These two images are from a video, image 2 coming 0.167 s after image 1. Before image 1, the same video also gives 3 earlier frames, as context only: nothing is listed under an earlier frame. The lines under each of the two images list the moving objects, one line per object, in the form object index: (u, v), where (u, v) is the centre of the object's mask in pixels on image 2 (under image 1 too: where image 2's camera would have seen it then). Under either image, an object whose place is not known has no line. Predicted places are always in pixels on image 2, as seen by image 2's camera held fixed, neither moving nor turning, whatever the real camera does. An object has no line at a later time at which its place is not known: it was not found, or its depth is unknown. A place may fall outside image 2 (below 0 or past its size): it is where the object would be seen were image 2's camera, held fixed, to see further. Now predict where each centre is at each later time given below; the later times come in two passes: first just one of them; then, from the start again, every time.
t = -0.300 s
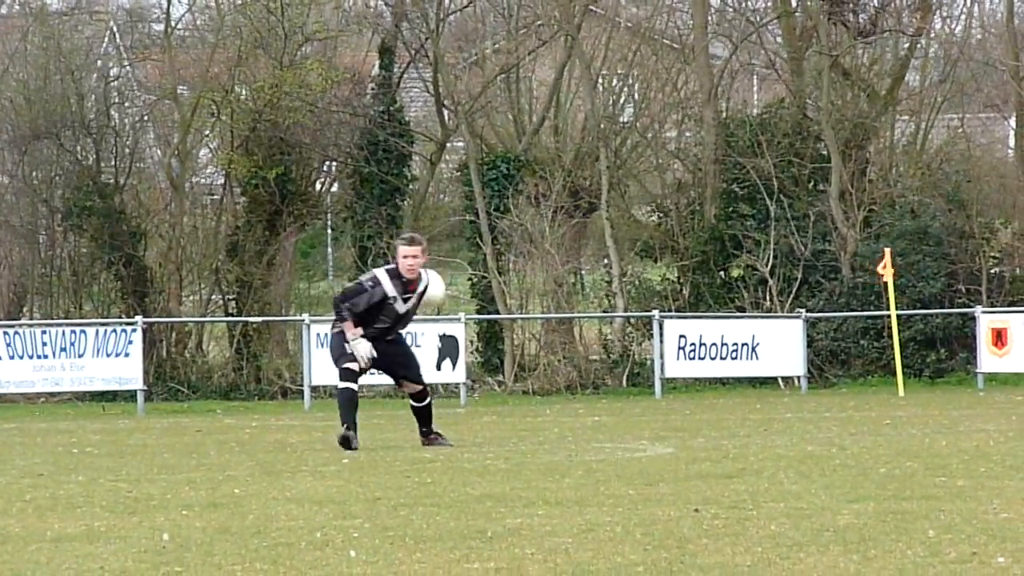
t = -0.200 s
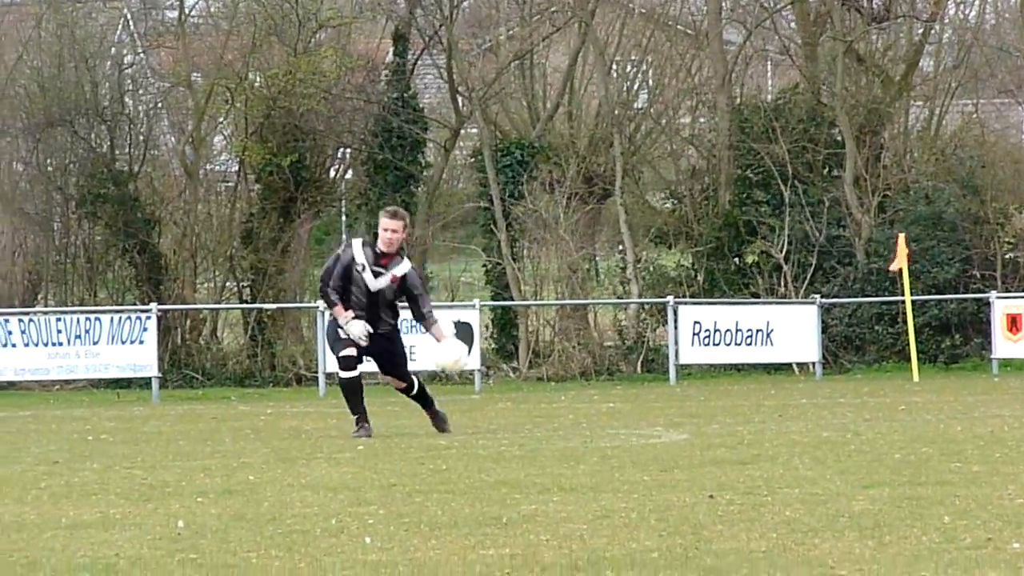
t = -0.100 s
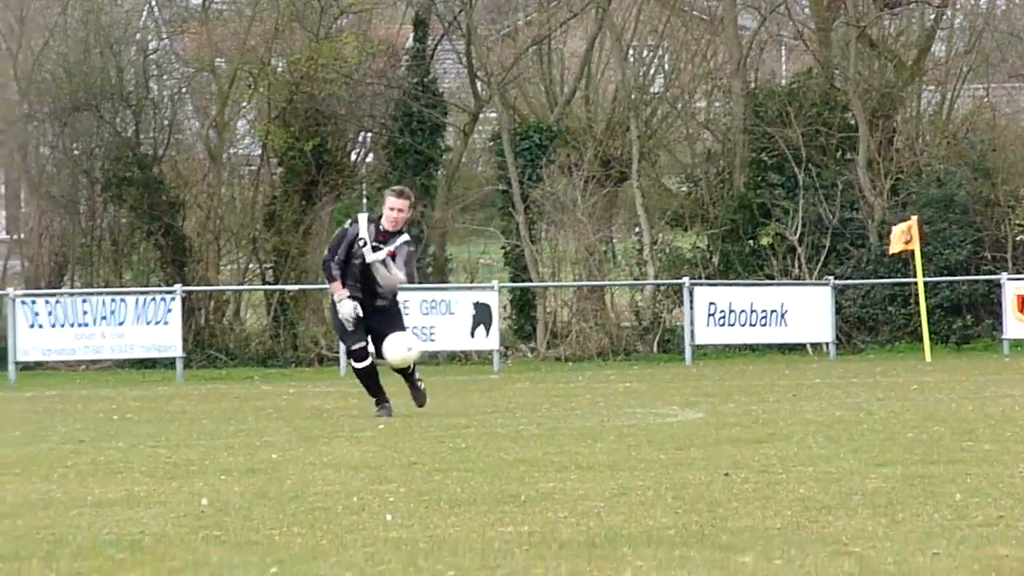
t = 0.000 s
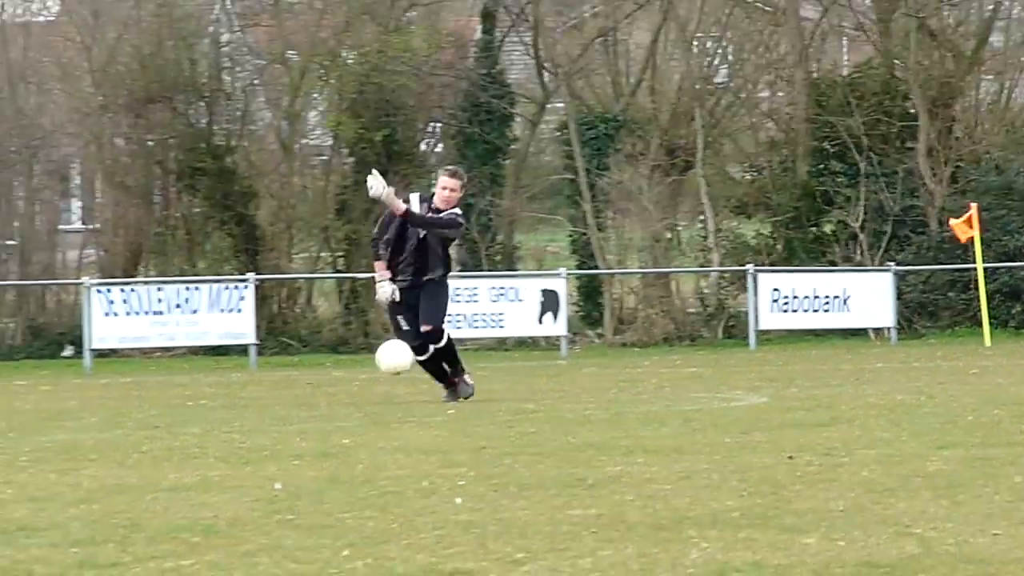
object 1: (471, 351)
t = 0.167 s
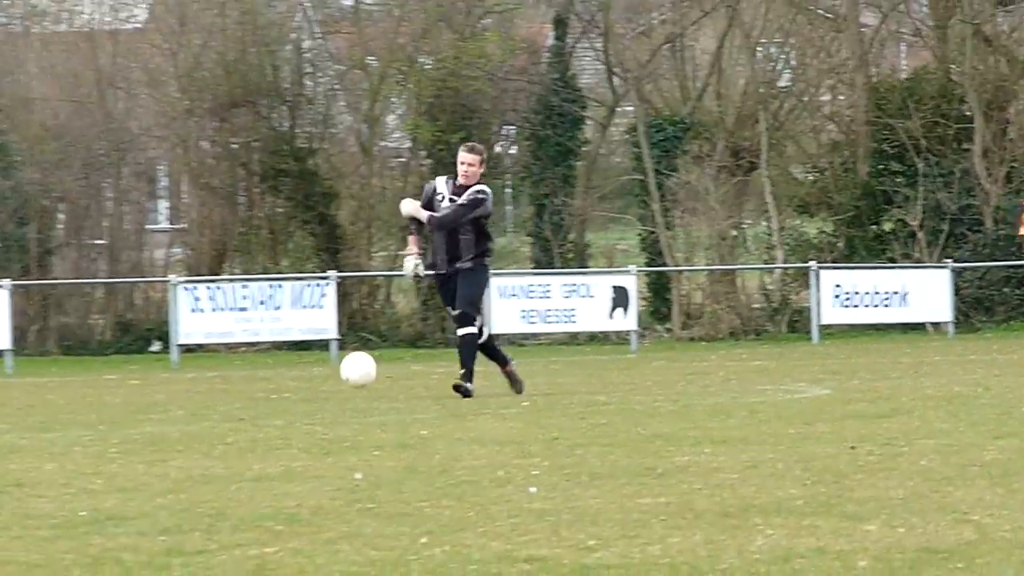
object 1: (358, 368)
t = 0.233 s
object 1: (319, 356)
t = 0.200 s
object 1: (338, 361)
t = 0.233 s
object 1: (319, 356)
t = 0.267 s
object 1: (299, 352)
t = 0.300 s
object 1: (280, 352)
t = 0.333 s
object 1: (261, 353)
